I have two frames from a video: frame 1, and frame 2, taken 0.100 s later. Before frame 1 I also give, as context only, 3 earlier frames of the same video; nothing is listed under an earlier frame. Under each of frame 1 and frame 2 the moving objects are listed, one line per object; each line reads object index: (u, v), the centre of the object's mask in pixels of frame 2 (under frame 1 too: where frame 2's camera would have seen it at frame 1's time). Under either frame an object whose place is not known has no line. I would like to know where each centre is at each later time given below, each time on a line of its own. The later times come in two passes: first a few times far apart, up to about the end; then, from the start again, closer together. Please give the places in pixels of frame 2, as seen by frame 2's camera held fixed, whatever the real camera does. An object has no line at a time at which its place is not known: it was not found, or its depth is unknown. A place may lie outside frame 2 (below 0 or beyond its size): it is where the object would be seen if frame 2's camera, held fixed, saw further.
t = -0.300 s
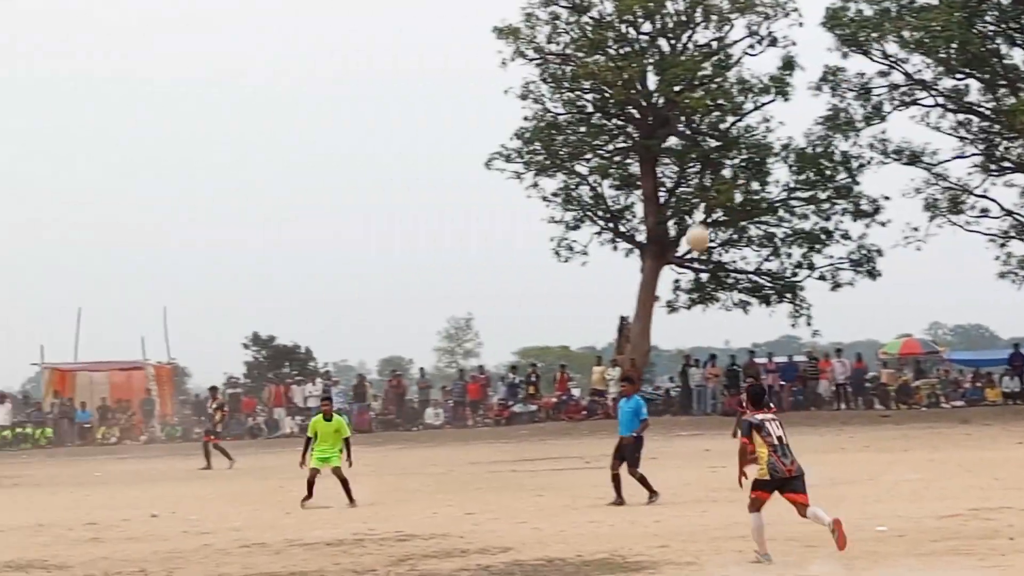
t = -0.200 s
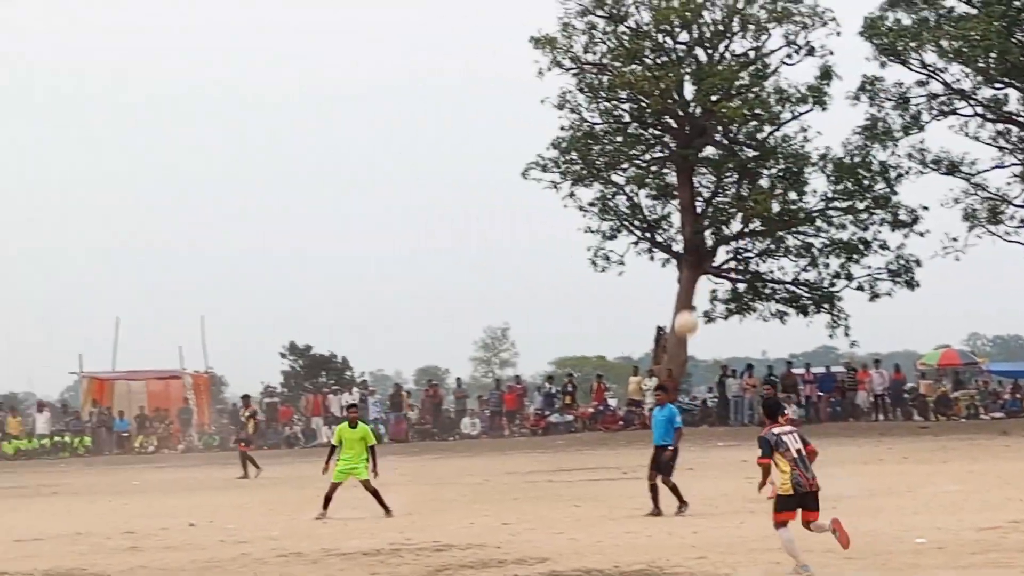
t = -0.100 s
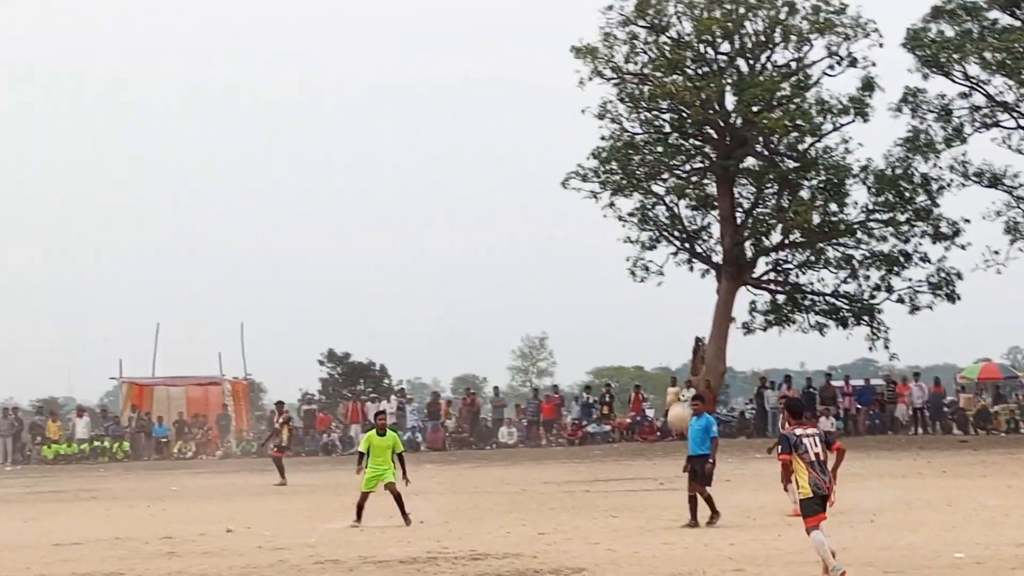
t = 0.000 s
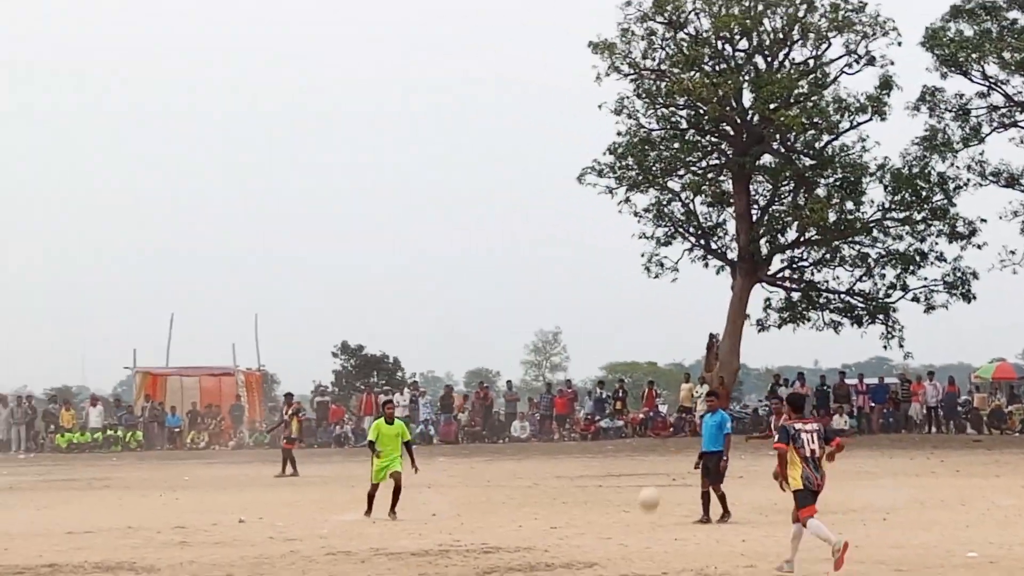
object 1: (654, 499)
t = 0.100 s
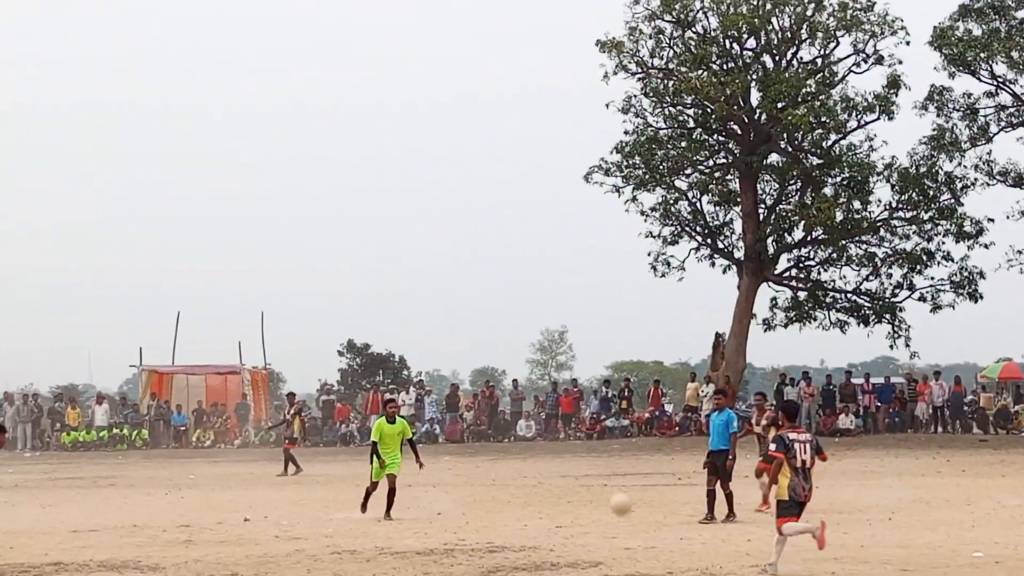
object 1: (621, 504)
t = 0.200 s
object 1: (596, 444)
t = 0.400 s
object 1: (550, 362)
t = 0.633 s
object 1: (500, 320)
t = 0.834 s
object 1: (461, 325)
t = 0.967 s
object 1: (436, 346)
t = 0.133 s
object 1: (612, 483)
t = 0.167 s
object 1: (604, 463)
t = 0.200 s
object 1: (596, 444)
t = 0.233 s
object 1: (588, 428)
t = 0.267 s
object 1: (580, 413)
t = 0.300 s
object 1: (572, 398)
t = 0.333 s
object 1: (565, 383)
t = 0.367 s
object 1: (557, 372)
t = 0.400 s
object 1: (550, 362)
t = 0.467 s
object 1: (535, 344)
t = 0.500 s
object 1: (528, 338)
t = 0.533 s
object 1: (521, 332)
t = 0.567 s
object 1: (514, 327)
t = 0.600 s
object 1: (507, 323)
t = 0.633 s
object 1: (500, 320)
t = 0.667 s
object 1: (493, 319)
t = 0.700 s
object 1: (487, 318)
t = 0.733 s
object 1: (480, 318)
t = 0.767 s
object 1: (474, 319)
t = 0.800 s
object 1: (467, 321)
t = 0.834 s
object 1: (461, 325)
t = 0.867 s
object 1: (455, 329)
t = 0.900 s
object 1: (448, 333)
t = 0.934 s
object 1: (442, 339)
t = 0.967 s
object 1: (436, 346)
